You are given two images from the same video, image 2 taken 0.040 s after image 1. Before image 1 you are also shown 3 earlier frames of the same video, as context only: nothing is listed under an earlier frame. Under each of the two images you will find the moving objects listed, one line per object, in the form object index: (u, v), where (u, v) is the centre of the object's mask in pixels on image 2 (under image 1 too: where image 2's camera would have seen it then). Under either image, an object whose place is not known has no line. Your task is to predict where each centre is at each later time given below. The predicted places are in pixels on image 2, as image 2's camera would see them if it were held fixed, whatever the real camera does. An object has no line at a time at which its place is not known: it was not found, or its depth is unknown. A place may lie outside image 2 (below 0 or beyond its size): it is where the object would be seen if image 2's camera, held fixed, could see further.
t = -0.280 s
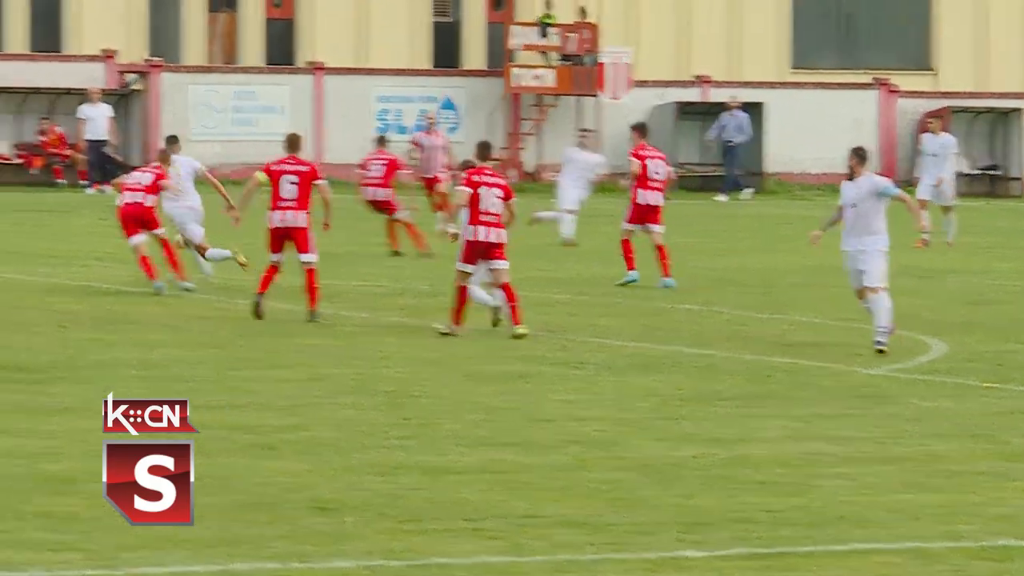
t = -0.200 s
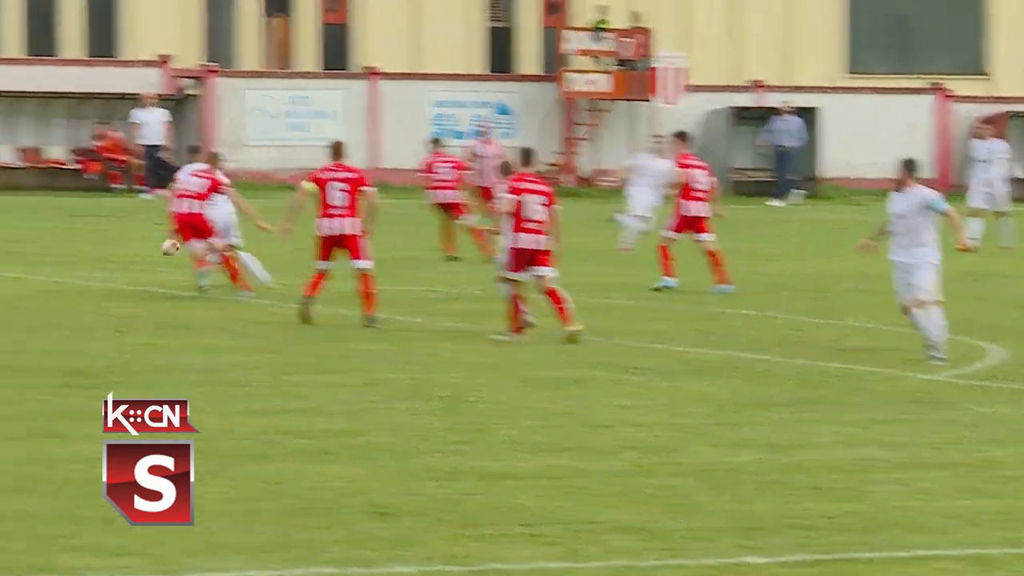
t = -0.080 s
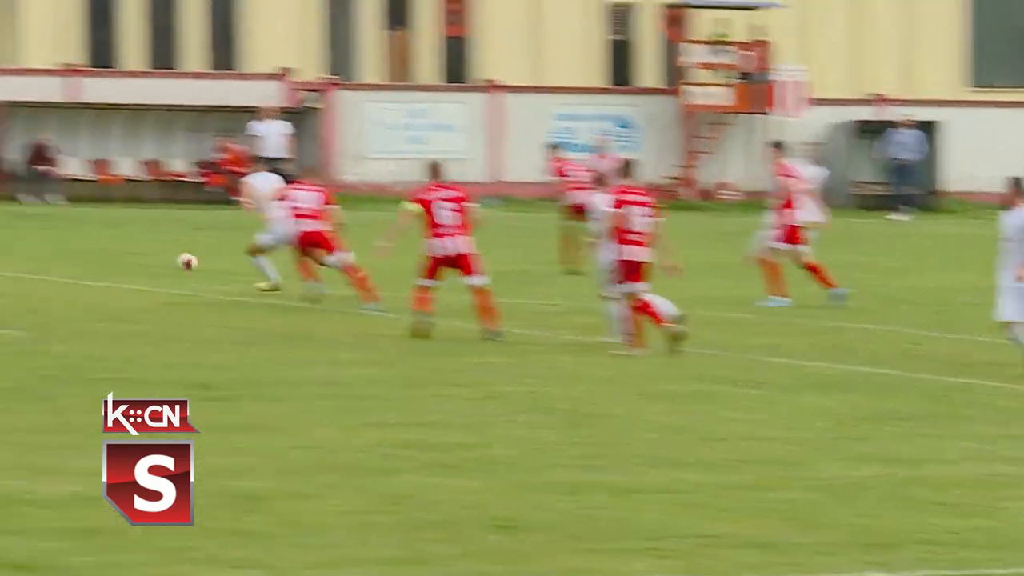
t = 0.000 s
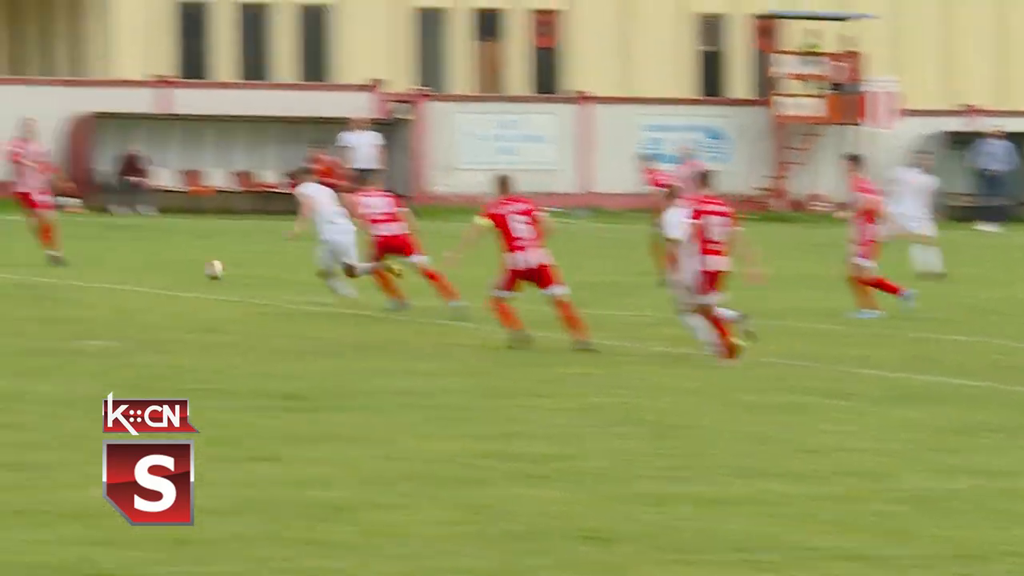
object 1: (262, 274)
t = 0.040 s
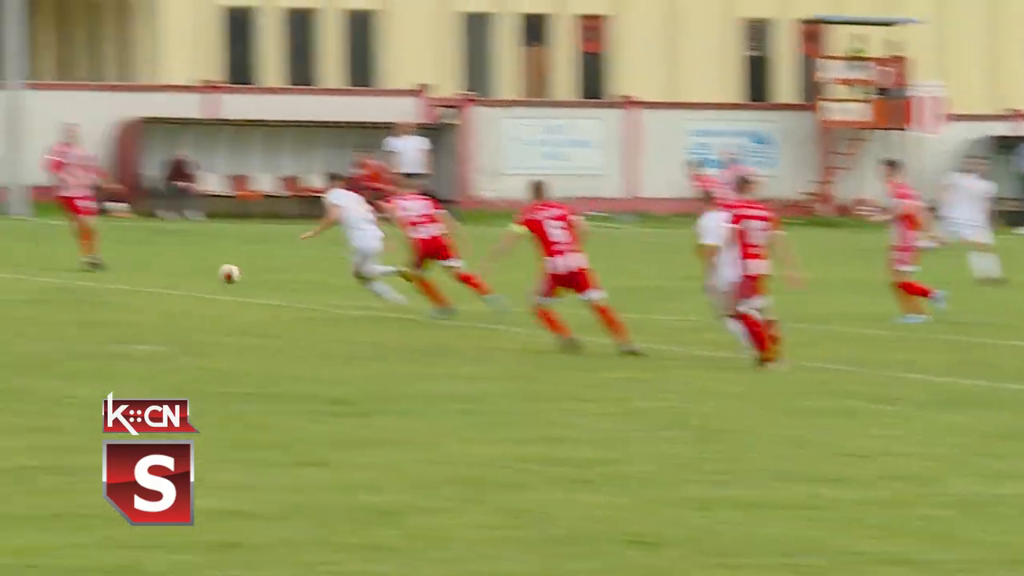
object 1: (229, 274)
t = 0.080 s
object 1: (196, 275)
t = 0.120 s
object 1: (163, 279)
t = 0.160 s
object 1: (134, 280)
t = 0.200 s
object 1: (110, 276)
